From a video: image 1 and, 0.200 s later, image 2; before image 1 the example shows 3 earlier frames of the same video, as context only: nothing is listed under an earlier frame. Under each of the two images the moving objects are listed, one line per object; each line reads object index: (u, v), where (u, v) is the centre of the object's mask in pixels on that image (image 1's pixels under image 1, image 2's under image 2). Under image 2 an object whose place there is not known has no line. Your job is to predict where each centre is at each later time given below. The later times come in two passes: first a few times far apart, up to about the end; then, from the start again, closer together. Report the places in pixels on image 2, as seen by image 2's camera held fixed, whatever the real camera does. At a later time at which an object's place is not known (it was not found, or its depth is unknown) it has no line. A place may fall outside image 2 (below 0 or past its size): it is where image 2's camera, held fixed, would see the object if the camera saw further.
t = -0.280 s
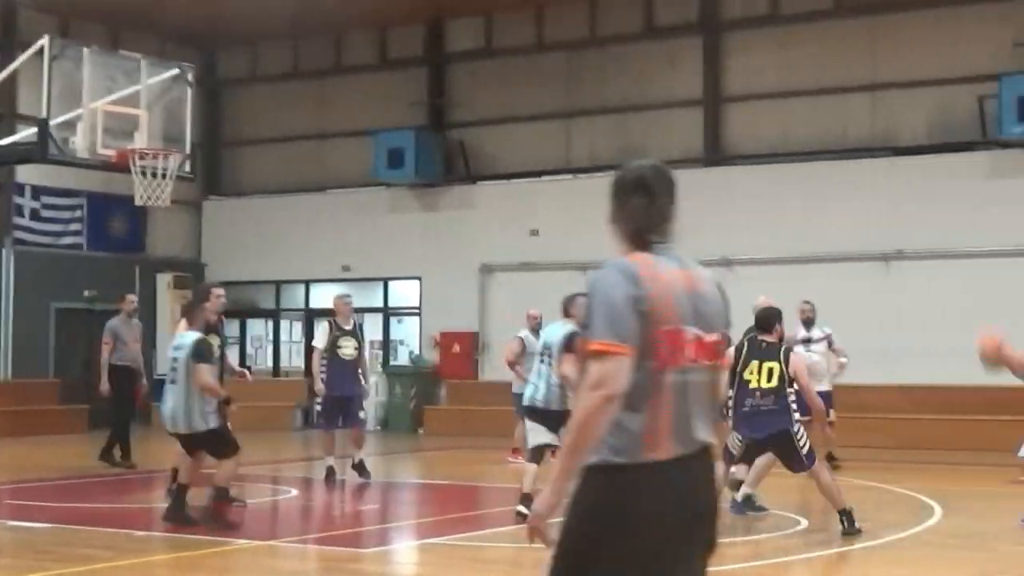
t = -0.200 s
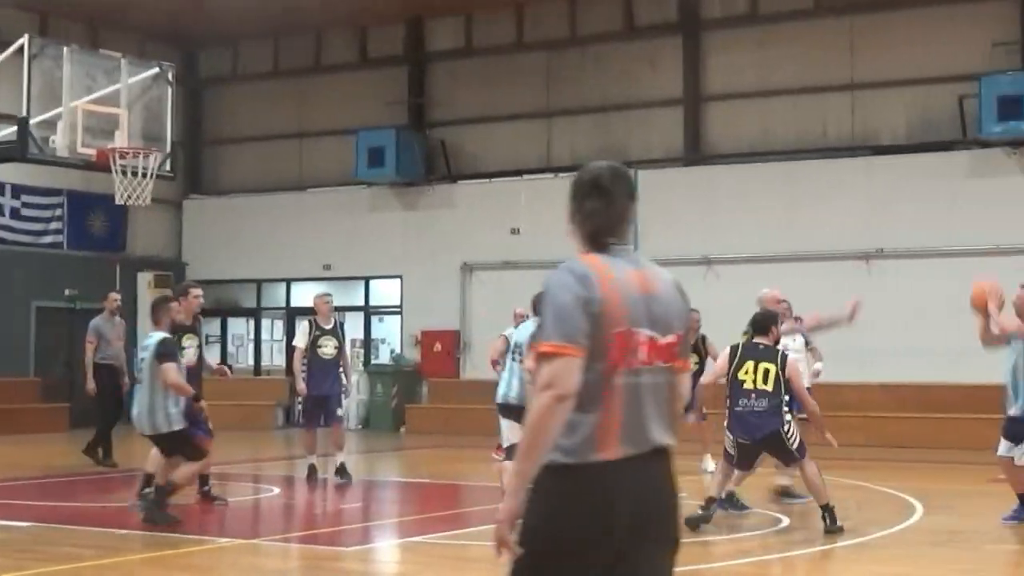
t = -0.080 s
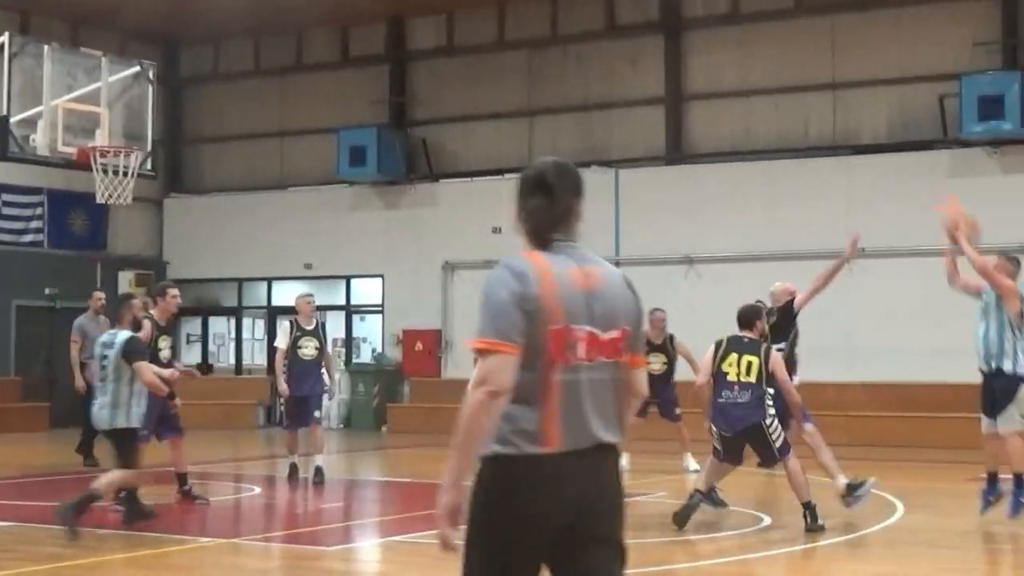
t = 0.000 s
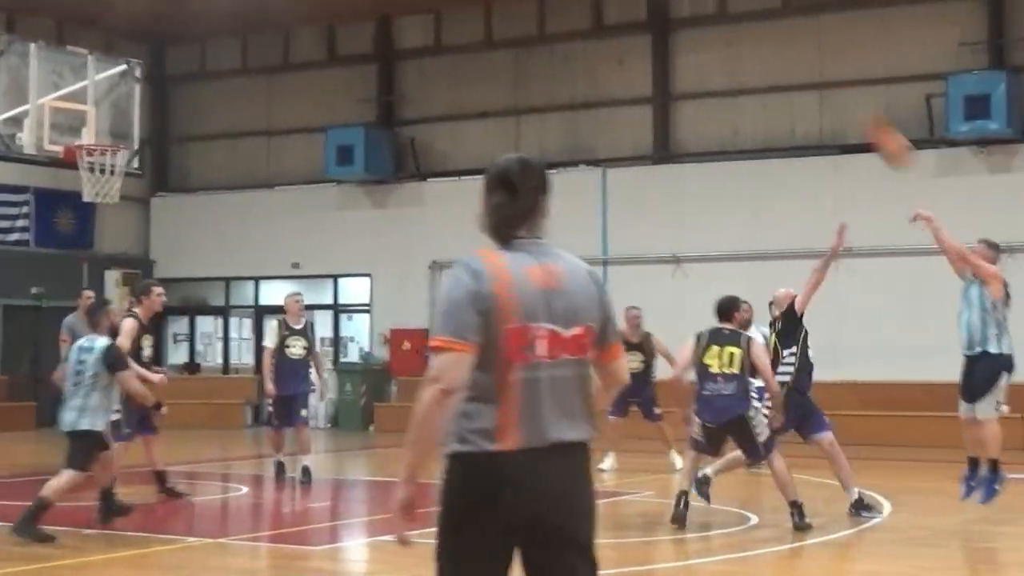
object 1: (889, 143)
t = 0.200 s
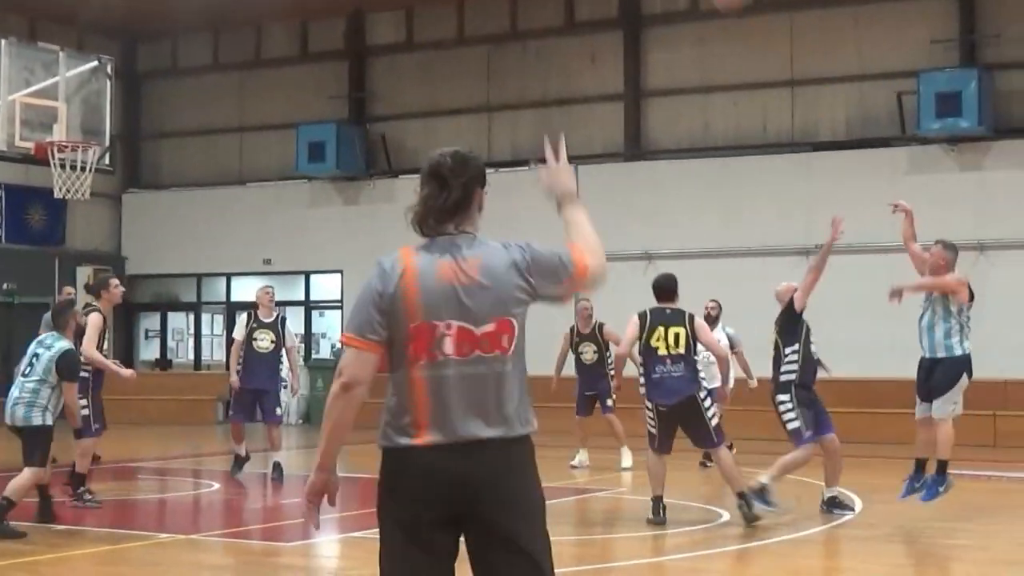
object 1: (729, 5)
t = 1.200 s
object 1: (172, 24)
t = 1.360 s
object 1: (100, 119)
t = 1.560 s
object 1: (41, 105)
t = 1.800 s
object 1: (31, 100)
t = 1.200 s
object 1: (172, 24)
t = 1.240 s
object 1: (156, 41)
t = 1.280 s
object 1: (138, 65)
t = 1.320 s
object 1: (122, 90)
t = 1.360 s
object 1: (100, 119)
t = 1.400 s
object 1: (86, 131)
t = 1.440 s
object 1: (70, 123)
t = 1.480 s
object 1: (53, 117)
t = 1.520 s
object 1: (42, 113)
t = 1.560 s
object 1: (41, 105)
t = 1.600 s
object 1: (40, 101)
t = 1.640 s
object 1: (37, 97)
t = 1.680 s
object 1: (35, 95)
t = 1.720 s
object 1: (34, 95)
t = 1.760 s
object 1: (32, 96)
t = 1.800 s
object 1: (31, 100)
